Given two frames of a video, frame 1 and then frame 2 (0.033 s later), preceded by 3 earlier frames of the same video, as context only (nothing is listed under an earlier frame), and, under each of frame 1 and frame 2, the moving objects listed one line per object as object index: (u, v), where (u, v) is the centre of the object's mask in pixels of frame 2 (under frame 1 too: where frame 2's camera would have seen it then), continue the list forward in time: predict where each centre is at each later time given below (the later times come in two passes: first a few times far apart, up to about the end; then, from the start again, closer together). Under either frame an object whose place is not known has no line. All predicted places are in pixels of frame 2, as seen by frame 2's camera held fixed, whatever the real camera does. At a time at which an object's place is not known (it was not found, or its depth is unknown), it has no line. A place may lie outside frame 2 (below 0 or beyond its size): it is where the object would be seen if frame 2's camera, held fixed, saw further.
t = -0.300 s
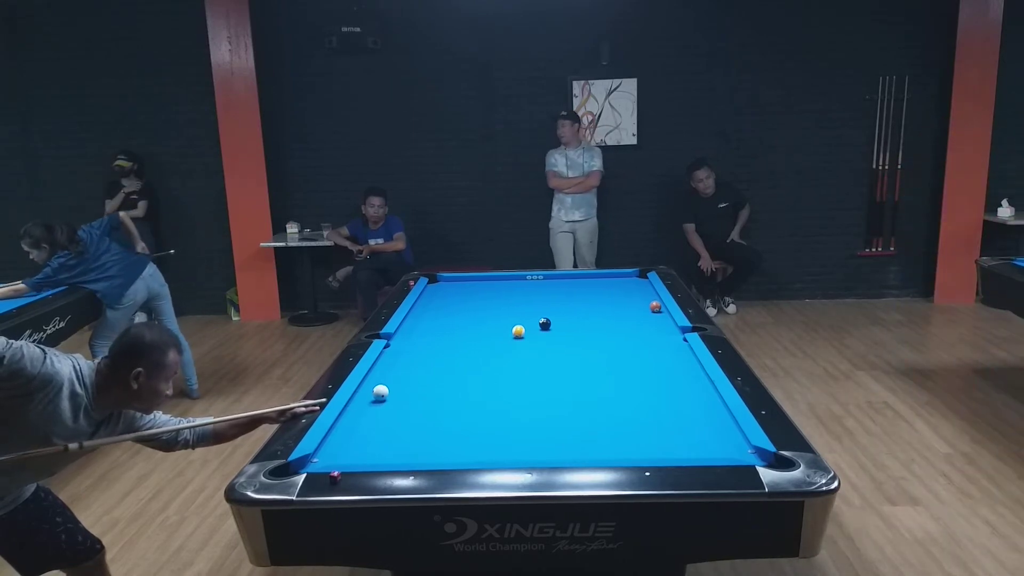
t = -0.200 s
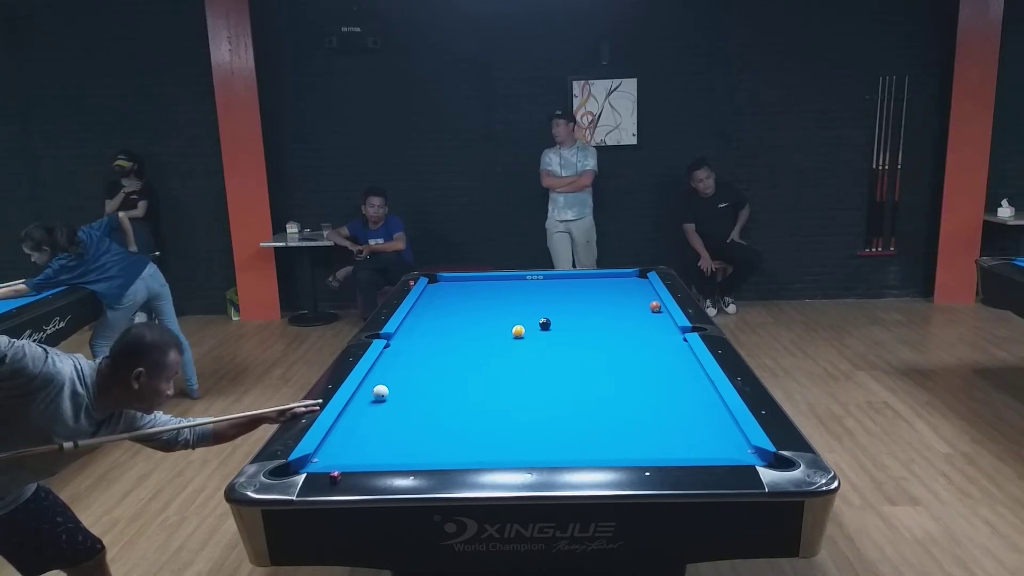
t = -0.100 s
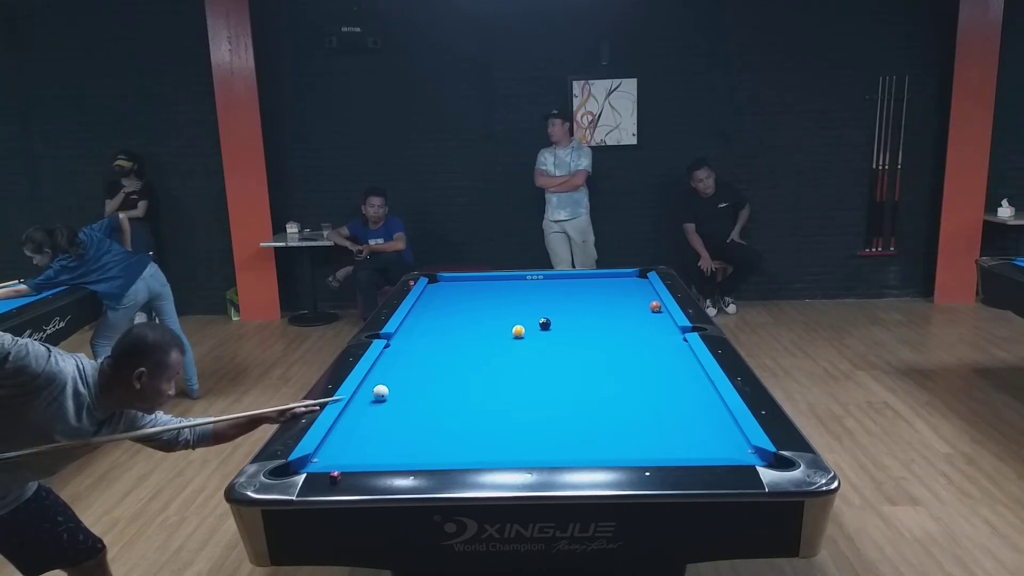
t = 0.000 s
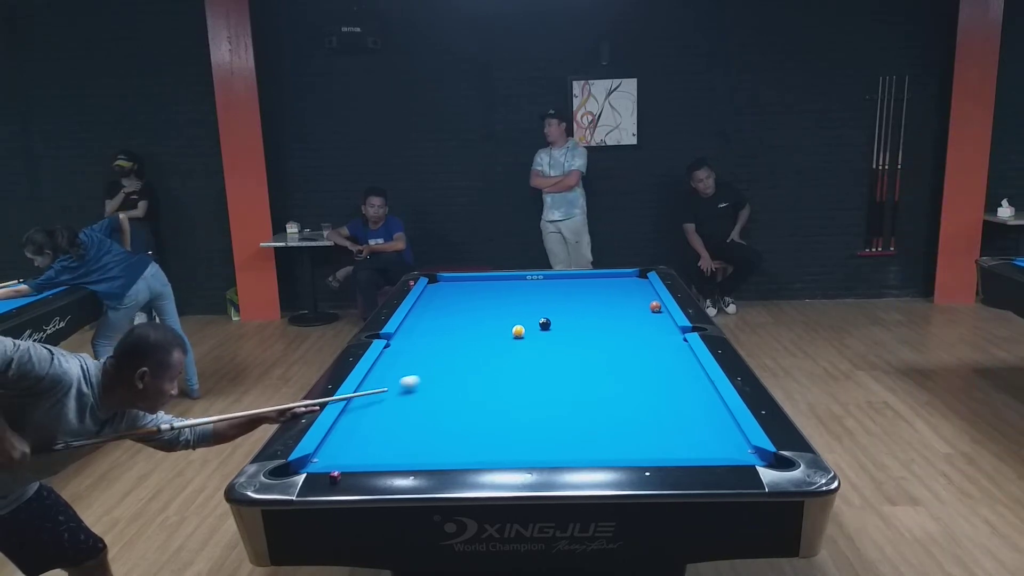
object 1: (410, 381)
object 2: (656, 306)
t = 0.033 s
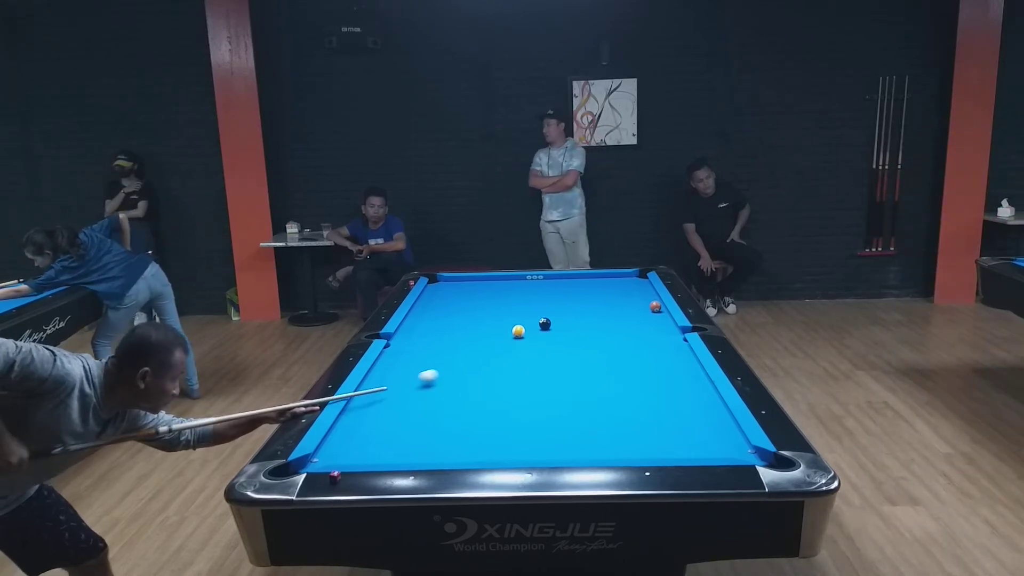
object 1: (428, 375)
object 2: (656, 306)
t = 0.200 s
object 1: (506, 353)
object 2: (656, 306)
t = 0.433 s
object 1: (593, 328)
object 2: (656, 306)
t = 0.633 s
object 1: (655, 309)
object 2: (655, 302)
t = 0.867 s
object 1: (619, 308)
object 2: (646, 296)
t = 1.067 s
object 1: (585, 307)
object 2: (640, 288)
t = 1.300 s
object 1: (548, 305)
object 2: (633, 280)
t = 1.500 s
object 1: (517, 304)
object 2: (628, 275)
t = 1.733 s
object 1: (483, 303)
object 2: (629, 278)
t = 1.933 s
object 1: (455, 301)
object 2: (631, 281)
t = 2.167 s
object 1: (423, 300)
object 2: (633, 286)
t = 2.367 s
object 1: (434, 300)
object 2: (634, 289)
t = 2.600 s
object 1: (450, 299)
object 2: (635, 293)
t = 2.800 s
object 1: (463, 299)
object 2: (637, 296)
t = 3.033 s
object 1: (477, 298)
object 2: (637, 301)
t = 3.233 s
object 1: (489, 298)
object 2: (638, 304)
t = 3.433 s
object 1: (500, 297)
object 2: (639, 308)
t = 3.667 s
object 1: (512, 296)
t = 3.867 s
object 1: (522, 296)
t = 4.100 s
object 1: (532, 296)
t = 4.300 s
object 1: (541, 296)
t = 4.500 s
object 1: (548, 296)
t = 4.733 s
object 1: (557, 295)
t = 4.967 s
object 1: (564, 295)
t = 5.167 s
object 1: (570, 295)
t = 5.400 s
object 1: (576, 295)
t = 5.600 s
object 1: (580, 295)
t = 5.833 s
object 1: (585, 295)
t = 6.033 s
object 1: (588, 295)
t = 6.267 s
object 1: (590, 295)
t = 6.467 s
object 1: (592, 295)
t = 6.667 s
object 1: (593, 295)
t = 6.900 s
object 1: (593, 295)
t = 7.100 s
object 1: (593, 295)
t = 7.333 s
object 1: (593, 295)
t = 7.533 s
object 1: (593, 295)
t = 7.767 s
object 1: (593, 295)
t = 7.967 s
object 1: (593, 295)
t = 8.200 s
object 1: (593, 295)
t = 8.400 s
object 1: (593, 295)
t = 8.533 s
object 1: (593, 295)
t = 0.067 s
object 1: (446, 370)
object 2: (656, 306)
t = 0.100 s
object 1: (462, 366)
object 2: (656, 306)
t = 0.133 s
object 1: (477, 362)
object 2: (656, 306)
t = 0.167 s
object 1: (492, 357)
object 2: (656, 306)
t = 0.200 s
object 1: (506, 353)
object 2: (656, 306)
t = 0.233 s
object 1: (520, 349)
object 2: (656, 306)
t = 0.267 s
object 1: (533, 345)
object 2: (656, 307)
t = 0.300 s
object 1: (546, 342)
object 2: (656, 306)
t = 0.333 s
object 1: (558, 338)
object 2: (656, 306)
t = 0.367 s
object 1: (570, 334)
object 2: (656, 306)
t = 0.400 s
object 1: (582, 331)
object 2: (656, 307)
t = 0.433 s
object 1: (593, 328)
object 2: (656, 306)
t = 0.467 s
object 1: (604, 324)
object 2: (656, 306)
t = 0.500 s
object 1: (615, 321)
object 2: (656, 306)
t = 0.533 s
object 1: (625, 318)
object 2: (656, 306)
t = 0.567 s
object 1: (636, 315)
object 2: (656, 306)
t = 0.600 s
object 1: (645, 312)
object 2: (656, 306)
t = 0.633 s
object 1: (655, 309)
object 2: (655, 302)
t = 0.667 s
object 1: (659, 309)
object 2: (652, 304)
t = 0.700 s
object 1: (652, 309)
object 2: (652, 300)
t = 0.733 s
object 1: (644, 309)
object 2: (652, 301)
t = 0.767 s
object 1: (637, 309)
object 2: (650, 300)
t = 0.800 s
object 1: (631, 309)
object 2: (649, 298)
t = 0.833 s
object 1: (625, 308)
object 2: (647, 297)
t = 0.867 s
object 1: (619, 308)
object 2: (646, 296)
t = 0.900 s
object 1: (613, 308)
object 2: (645, 294)
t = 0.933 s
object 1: (608, 308)
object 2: (644, 293)
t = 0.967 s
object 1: (602, 308)
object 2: (643, 292)
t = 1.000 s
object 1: (596, 307)
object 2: (642, 290)
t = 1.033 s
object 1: (591, 307)
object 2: (641, 290)
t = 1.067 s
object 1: (585, 307)
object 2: (640, 288)
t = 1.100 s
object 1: (580, 307)
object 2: (638, 287)
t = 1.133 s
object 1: (574, 306)
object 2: (637, 286)
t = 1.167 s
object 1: (569, 306)
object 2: (637, 285)
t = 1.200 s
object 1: (564, 306)
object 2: (636, 284)
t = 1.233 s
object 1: (558, 306)
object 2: (635, 283)
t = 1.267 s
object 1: (553, 305)
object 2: (634, 282)
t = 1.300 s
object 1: (548, 305)
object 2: (633, 280)
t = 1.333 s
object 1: (543, 305)
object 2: (632, 279)
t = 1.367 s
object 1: (537, 305)
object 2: (631, 278)
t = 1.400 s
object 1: (532, 305)
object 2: (630, 277)
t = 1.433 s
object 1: (527, 305)
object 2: (629, 277)
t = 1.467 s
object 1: (522, 304)
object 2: (629, 276)
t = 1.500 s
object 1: (517, 304)
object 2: (628, 275)
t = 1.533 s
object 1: (512, 304)
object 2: (628, 275)
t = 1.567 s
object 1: (507, 304)
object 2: (628, 275)
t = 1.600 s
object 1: (502, 304)
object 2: (628, 276)
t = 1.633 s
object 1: (497, 303)
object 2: (628, 277)
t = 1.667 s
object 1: (493, 303)
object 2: (629, 277)
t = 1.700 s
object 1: (488, 303)
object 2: (629, 277)
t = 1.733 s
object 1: (483, 303)
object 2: (629, 278)
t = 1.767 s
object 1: (478, 302)
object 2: (630, 279)
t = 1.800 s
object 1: (473, 302)
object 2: (630, 279)
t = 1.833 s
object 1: (469, 302)
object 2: (630, 279)
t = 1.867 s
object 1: (464, 302)
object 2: (630, 280)
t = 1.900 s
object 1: (459, 301)
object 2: (631, 281)
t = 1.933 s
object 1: (455, 301)
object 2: (631, 281)
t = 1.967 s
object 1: (450, 301)
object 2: (631, 282)
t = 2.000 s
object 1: (445, 301)
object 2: (631, 283)
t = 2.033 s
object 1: (441, 301)
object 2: (632, 283)
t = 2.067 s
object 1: (437, 301)
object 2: (632, 284)
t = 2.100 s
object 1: (432, 300)
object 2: (632, 284)
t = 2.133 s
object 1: (428, 300)
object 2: (632, 285)
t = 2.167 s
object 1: (423, 300)
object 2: (633, 286)
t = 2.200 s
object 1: (422, 300)
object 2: (633, 286)
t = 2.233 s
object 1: (424, 300)
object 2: (633, 286)
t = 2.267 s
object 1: (427, 300)
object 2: (633, 287)
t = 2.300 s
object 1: (429, 300)
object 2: (633, 288)
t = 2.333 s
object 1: (431, 300)
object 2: (634, 288)
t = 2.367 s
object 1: (434, 300)
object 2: (634, 289)
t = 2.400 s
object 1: (436, 299)
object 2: (634, 290)
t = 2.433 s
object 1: (438, 299)
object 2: (634, 290)
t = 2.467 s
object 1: (441, 299)
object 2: (635, 291)
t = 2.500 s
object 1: (443, 299)
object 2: (635, 291)
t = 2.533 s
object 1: (445, 299)
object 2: (635, 291)
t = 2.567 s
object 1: (448, 299)
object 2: (635, 292)
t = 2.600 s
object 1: (450, 299)
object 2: (635, 293)
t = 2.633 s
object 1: (452, 299)
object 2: (635, 293)
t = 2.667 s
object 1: (454, 299)
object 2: (636, 294)
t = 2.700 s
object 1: (457, 299)
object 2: (636, 295)
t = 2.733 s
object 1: (459, 299)
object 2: (636, 295)
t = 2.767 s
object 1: (461, 299)
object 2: (636, 296)
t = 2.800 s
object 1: (463, 299)
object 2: (637, 296)
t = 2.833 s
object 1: (465, 298)
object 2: (637, 297)
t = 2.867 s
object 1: (467, 298)
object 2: (637, 298)
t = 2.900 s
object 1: (469, 298)
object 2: (637, 298)
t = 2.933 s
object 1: (471, 298)
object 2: (637, 299)
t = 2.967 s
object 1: (473, 298)
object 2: (637, 299)
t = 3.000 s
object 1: (475, 298)
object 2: (637, 300)
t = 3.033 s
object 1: (477, 298)
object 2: (637, 301)
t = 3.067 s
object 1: (479, 298)
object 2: (638, 301)
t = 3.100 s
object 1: (481, 298)
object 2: (638, 301)
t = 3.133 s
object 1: (483, 298)
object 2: (638, 302)
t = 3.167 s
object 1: (485, 298)
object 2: (638, 303)
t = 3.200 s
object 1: (487, 298)
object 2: (638, 303)
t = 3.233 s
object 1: (489, 298)
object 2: (638, 304)
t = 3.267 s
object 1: (491, 297)
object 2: (638, 305)
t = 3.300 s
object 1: (493, 297)
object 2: (639, 305)
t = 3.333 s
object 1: (495, 297)
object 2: (639, 306)
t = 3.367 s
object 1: (497, 297)
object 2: (639, 306)
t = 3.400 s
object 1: (498, 297)
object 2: (639, 307)
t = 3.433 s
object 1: (500, 297)
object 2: (639, 308)
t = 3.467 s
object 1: (502, 297)
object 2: (639, 308)
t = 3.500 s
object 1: (504, 297)
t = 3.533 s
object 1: (505, 297)
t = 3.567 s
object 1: (507, 297)
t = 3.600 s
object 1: (509, 297)
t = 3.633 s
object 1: (511, 297)
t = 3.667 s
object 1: (512, 296)
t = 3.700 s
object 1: (514, 297)
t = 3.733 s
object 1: (516, 297)
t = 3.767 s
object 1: (517, 296)
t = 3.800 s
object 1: (519, 296)
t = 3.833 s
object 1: (520, 296)
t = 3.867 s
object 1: (522, 296)
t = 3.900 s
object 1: (524, 296)
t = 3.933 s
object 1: (525, 296)
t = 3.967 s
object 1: (527, 296)
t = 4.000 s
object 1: (528, 296)
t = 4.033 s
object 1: (530, 296)
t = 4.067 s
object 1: (531, 296)
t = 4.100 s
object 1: (532, 296)
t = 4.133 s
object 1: (534, 296)
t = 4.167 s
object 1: (535, 296)
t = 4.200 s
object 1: (537, 296)
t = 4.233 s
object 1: (538, 296)
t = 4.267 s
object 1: (539, 296)
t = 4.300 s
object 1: (541, 296)
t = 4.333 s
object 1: (542, 296)
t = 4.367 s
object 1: (544, 296)
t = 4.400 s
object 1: (545, 296)
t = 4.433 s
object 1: (546, 296)
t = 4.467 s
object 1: (547, 296)
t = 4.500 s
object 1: (548, 296)
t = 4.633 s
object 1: (555, 296)
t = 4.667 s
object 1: (555, 295)
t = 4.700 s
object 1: (556, 295)
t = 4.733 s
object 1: (557, 295)
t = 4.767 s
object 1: (558, 295)
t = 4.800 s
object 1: (559, 295)
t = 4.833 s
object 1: (560, 295)
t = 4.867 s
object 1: (561, 295)
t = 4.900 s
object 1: (562, 295)
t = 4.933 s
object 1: (563, 295)
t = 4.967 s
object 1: (564, 295)
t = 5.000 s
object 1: (565, 295)
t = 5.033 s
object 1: (566, 295)
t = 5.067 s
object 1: (567, 295)
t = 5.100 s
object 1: (568, 295)
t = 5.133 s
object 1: (569, 295)
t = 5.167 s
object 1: (570, 295)
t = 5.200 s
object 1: (571, 295)
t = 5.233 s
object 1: (572, 295)
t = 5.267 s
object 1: (573, 295)
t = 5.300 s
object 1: (573, 295)
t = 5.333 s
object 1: (574, 295)
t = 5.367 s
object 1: (575, 295)
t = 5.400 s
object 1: (576, 295)
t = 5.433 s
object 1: (577, 295)
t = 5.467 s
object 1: (577, 295)
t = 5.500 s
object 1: (578, 295)
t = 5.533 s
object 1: (579, 295)
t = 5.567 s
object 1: (580, 295)
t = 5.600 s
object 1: (580, 295)
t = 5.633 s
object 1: (581, 295)
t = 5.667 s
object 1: (582, 295)
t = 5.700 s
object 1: (582, 295)
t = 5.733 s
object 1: (583, 295)
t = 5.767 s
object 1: (583, 295)
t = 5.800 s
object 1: (584, 295)
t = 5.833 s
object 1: (585, 295)
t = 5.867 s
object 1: (585, 295)
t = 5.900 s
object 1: (586, 295)
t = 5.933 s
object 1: (586, 295)
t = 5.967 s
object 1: (587, 295)
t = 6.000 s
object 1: (587, 295)
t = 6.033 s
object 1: (588, 295)
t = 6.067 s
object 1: (588, 295)
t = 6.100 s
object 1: (589, 295)
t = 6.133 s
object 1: (589, 295)
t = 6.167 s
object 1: (589, 295)
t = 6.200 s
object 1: (590, 295)
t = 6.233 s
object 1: (590, 295)
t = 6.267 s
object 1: (590, 295)
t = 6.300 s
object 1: (591, 295)
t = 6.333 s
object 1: (591, 295)
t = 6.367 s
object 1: (591, 295)
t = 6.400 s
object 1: (592, 295)
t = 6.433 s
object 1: (592, 295)
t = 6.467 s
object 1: (592, 295)
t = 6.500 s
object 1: (592, 295)
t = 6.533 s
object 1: (592, 295)
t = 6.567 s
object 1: (592, 295)
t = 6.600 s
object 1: (593, 295)
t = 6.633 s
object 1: (593, 295)
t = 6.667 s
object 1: (593, 295)
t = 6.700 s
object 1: (593, 295)
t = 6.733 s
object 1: (593, 295)
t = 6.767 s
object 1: (593, 295)
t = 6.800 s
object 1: (593, 295)
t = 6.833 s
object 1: (593, 295)
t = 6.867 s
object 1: (593, 295)
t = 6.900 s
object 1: (593, 295)
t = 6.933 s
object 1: (593, 295)
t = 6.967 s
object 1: (593, 295)
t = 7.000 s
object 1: (593, 295)
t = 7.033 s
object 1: (593, 295)
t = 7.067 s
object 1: (593, 295)
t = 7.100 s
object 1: (593, 295)
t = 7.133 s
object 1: (593, 295)
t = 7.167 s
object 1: (593, 295)
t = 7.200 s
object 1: (593, 295)
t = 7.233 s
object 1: (593, 295)
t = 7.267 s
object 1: (593, 295)
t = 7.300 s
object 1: (593, 295)
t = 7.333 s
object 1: (593, 295)
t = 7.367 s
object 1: (593, 295)
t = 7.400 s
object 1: (593, 295)
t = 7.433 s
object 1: (593, 295)
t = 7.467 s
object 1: (593, 295)
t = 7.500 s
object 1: (593, 295)
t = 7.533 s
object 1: (593, 295)
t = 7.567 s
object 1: (593, 295)
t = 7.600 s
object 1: (593, 295)
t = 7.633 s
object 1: (593, 295)
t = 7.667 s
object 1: (593, 295)
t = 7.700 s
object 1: (593, 295)
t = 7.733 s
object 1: (593, 295)
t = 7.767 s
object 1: (593, 295)
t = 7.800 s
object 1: (593, 295)
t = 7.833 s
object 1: (593, 295)
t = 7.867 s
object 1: (593, 295)
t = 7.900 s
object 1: (593, 295)
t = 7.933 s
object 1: (593, 295)
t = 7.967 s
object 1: (593, 295)
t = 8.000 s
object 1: (593, 295)
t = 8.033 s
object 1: (593, 295)
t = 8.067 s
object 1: (593, 295)
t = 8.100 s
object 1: (593, 295)
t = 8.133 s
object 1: (593, 295)
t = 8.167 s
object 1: (593, 295)
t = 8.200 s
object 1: (593, 295)
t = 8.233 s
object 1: (593, 295)
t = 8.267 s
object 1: (593, 295)
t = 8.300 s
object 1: (593, 295)
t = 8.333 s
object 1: (593, 295)
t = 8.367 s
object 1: (593, 295)
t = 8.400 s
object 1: (593, 295)
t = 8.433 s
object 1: (593, 295)
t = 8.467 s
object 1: (593, 295)
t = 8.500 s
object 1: (593, 295)
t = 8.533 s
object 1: (593, 295)
